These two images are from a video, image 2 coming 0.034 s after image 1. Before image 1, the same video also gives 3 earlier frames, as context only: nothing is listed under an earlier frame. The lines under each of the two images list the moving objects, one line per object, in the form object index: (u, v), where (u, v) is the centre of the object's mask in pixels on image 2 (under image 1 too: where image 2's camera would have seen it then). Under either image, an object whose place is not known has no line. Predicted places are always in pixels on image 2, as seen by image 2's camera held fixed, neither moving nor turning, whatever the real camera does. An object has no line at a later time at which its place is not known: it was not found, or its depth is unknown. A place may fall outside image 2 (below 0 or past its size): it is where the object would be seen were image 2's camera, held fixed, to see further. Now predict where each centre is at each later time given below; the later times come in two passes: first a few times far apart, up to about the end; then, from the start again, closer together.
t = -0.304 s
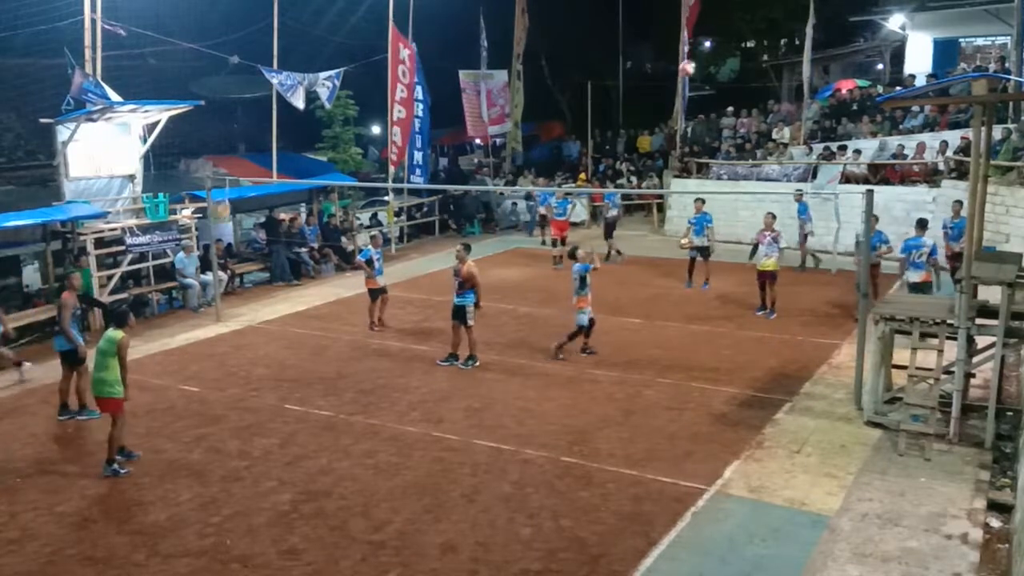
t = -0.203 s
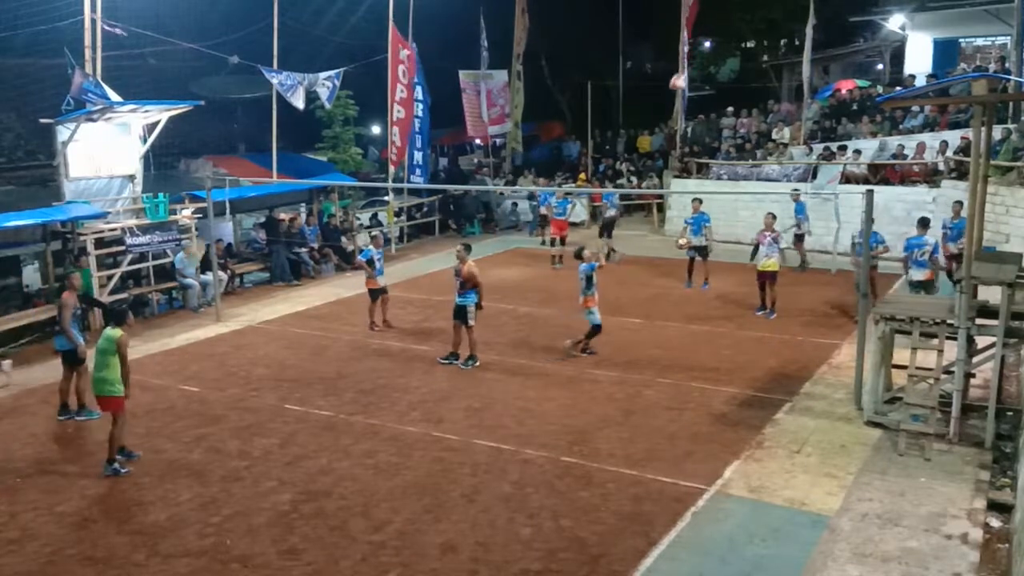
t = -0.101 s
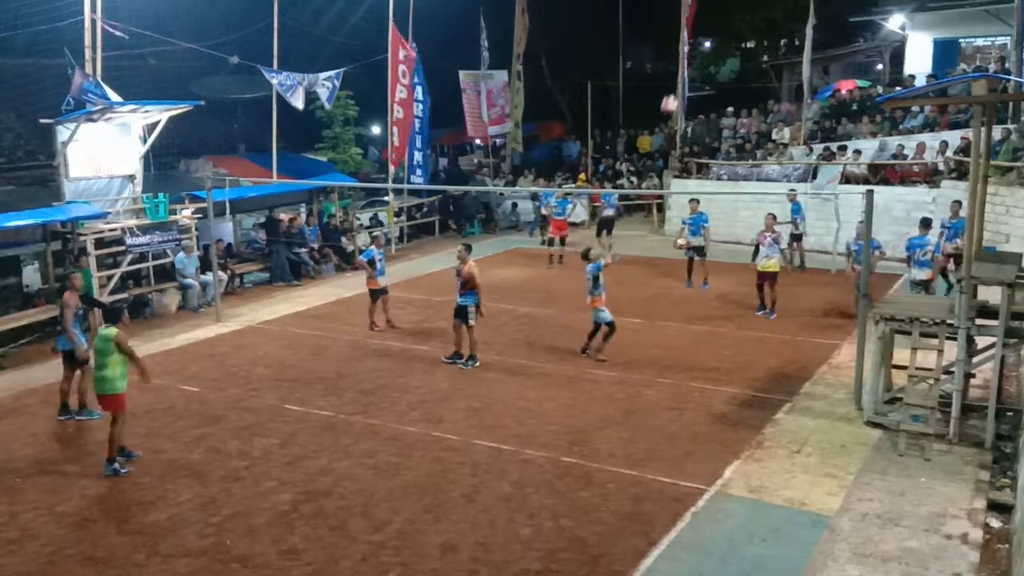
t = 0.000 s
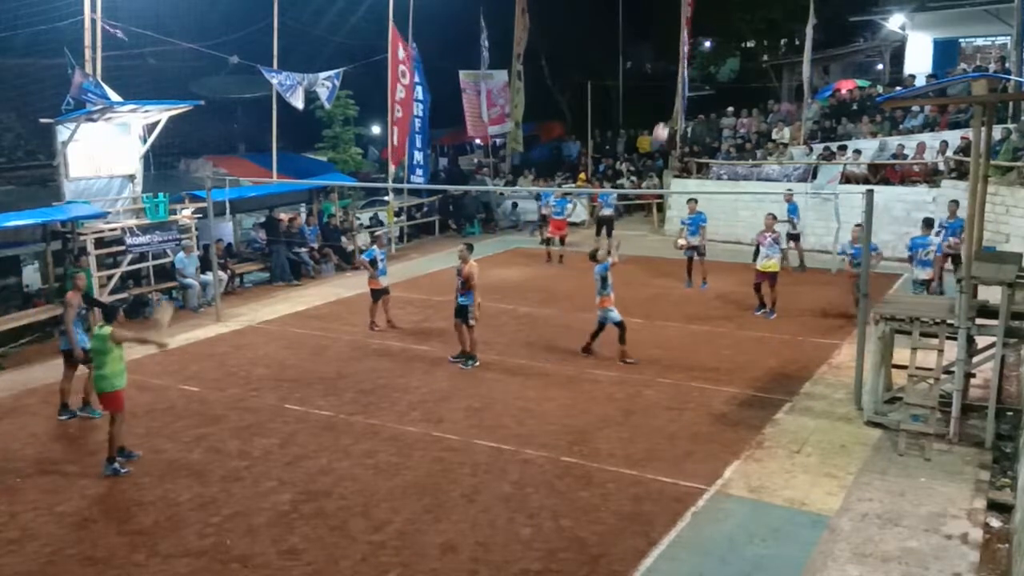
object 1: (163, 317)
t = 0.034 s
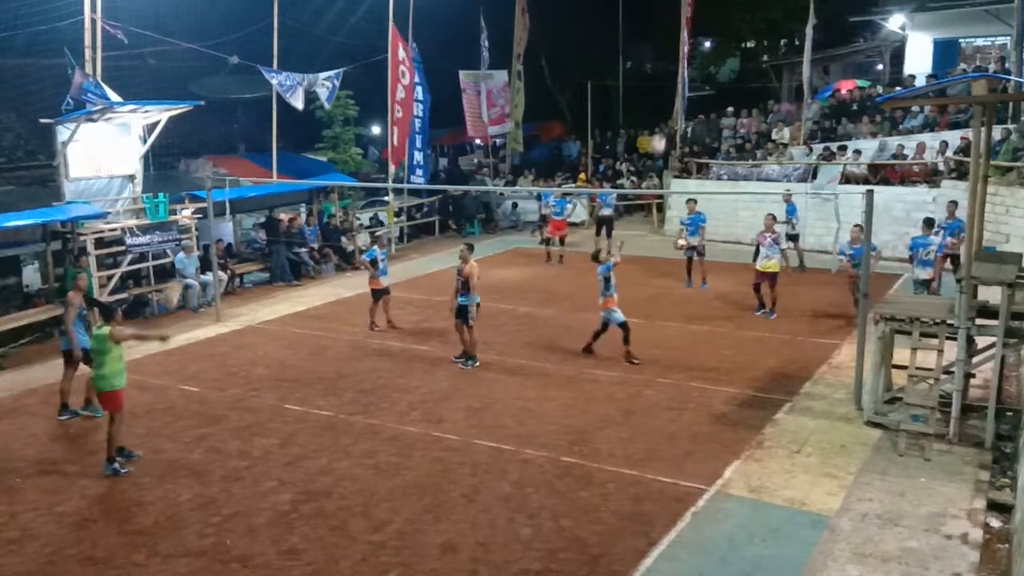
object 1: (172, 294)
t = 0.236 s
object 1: (224, 195)
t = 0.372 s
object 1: (259, 155)
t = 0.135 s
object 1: (199, 240)
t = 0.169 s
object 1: (207, 224)
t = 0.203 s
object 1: (215, 211)
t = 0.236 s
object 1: (224, 195)
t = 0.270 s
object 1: (232, 183)
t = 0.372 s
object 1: (259, 155)
